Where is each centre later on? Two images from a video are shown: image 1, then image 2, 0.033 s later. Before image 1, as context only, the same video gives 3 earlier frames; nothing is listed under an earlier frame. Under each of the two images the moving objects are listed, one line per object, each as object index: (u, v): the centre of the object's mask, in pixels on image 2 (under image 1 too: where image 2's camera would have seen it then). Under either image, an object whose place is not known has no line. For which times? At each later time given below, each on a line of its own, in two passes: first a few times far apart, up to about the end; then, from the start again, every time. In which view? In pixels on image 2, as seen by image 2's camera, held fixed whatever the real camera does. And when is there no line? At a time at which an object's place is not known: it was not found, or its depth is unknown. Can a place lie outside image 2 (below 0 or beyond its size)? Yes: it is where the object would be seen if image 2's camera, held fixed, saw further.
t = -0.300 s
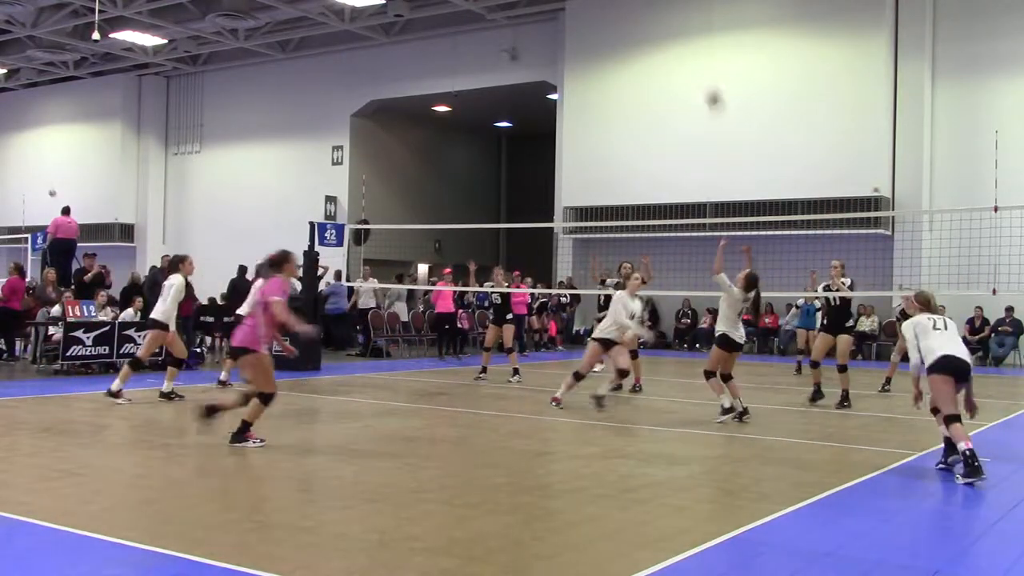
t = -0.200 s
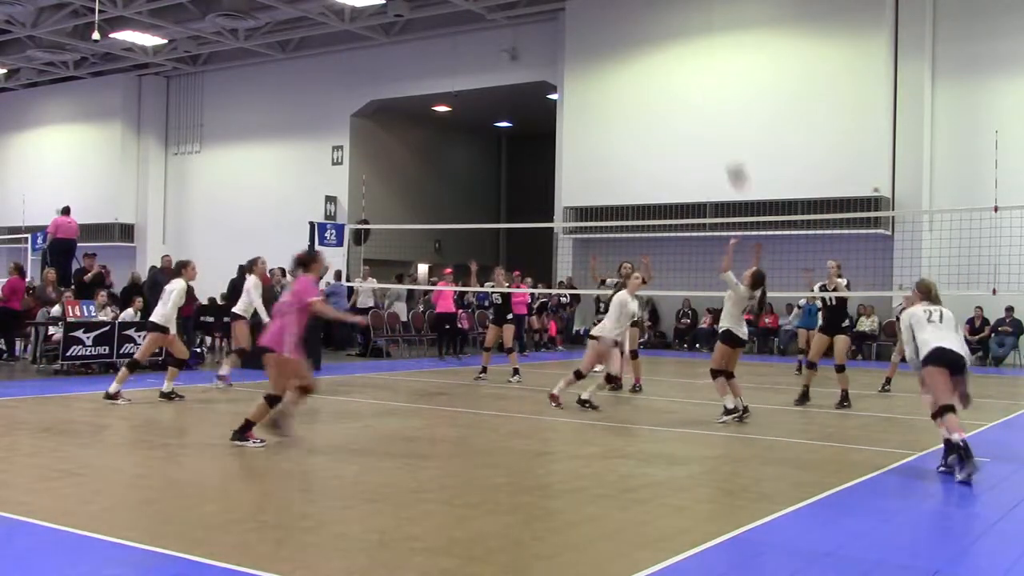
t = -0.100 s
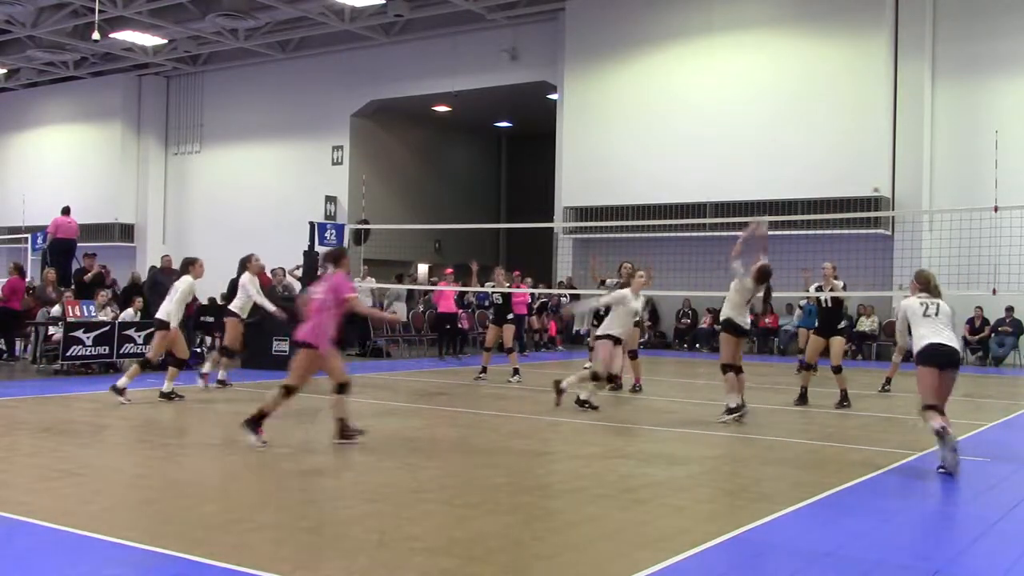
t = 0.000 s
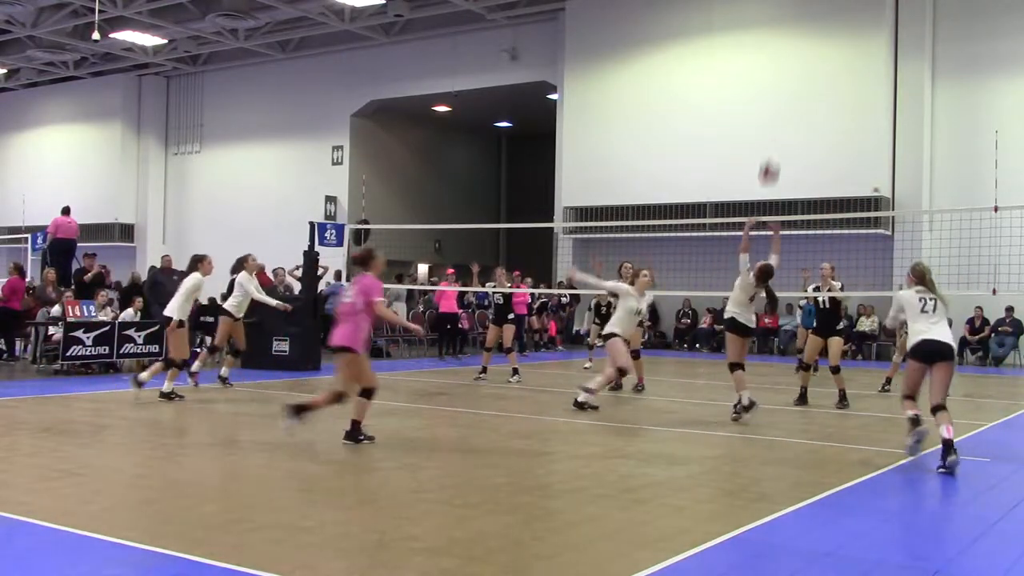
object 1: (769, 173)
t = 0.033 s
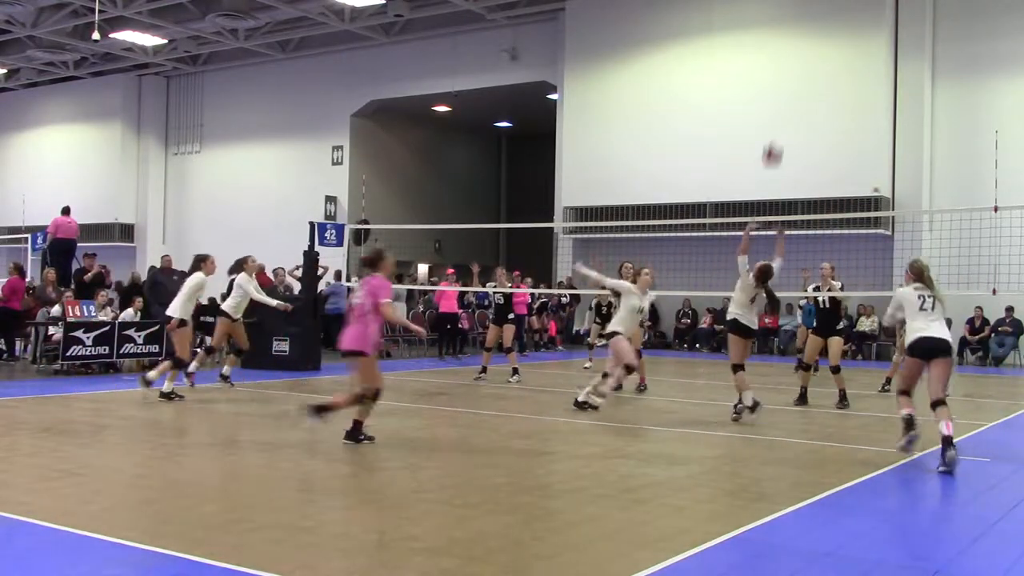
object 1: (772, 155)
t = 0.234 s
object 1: (791, 72)
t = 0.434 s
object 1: (809, 28)
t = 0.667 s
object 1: (827, 28)
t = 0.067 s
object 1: (775, 138)
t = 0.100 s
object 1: (779, 123)
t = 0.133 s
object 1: (782, 108)
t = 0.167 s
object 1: (785, 95)
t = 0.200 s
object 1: (788, 83)
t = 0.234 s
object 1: (791, 72)
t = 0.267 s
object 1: (794, 62)
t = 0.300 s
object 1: (797, 53)
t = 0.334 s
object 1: (800, 45)
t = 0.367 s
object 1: (803, 38)
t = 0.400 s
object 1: (806, 33)
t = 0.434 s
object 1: (809, 28)
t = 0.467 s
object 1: (811, 25)
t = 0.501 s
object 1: (814, 22)
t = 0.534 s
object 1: (817, 21)
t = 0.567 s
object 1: (819, 21)
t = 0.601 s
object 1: (821, 22)
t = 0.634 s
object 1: (824, 25)
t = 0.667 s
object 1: (827, 28)
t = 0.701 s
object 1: (829, 33)
